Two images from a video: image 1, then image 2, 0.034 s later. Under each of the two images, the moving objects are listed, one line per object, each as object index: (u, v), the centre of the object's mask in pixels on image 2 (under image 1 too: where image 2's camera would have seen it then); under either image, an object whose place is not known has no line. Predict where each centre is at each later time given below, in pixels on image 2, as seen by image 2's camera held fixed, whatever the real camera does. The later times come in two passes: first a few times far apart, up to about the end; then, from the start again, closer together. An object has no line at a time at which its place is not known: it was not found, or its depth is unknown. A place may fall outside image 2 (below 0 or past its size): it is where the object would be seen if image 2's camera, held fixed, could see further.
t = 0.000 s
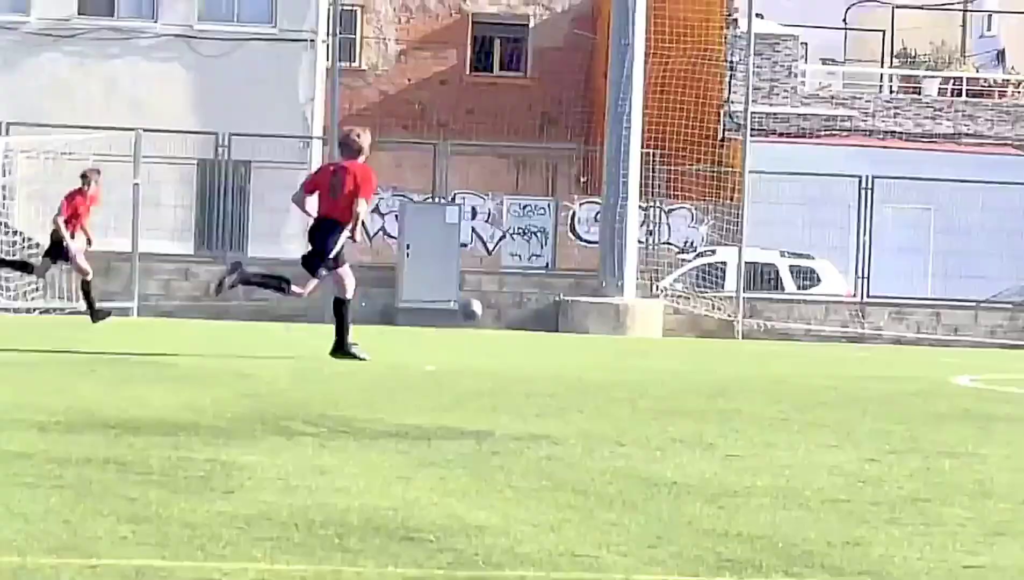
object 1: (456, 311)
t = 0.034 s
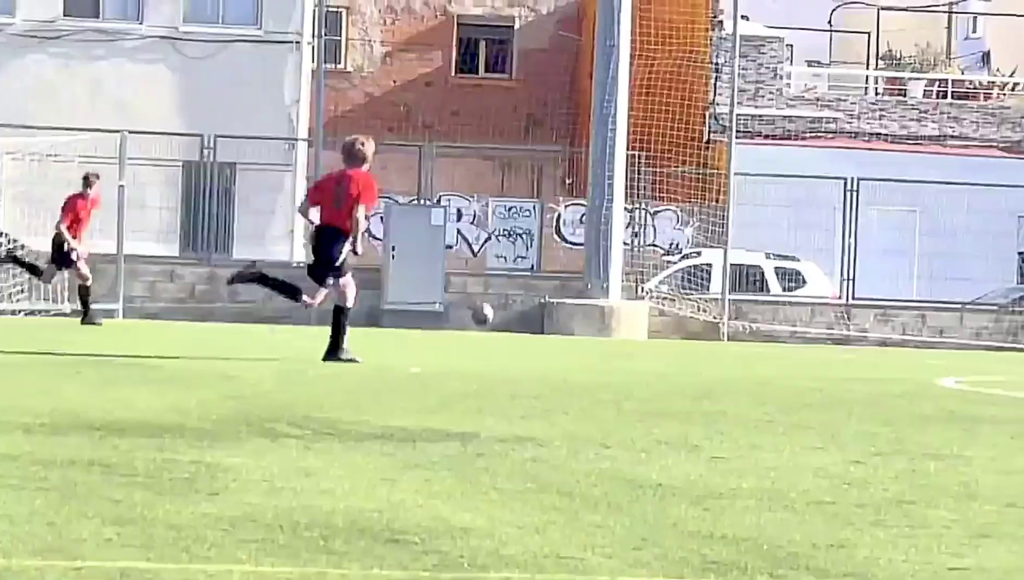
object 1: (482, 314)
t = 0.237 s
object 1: (623, 327)
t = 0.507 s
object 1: (794, 342)
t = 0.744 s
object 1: (941, 340)
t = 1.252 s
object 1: (1250, 360)
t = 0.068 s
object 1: (511, 317)
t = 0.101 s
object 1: (538, 322)
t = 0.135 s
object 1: (562, 330)
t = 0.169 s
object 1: (584, 334)
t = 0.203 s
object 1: (606, 330)
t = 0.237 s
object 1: (623, 327)
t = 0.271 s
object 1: (647, 324)
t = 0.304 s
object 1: (668, 323)
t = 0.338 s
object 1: (690, 324)
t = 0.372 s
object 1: (709, 326)
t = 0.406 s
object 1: (733, 327)
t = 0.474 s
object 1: (773, 337)
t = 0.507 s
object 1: (794, 342)
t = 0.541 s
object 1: (815, 341)
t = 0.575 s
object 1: (836, 338)
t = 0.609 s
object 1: (857, 336)
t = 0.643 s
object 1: (877, 336)
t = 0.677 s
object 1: (899, 336)
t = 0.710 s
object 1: (920, 338)
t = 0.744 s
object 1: (941, 340)
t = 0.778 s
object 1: (961, 345)
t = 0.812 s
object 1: (982, 350)
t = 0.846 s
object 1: (1003, 347)
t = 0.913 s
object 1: (1041, 340)
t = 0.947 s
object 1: (1069, 342)
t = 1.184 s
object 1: (1212, 356)
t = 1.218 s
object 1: (1232, 357)
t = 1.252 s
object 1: (1250, 360)
